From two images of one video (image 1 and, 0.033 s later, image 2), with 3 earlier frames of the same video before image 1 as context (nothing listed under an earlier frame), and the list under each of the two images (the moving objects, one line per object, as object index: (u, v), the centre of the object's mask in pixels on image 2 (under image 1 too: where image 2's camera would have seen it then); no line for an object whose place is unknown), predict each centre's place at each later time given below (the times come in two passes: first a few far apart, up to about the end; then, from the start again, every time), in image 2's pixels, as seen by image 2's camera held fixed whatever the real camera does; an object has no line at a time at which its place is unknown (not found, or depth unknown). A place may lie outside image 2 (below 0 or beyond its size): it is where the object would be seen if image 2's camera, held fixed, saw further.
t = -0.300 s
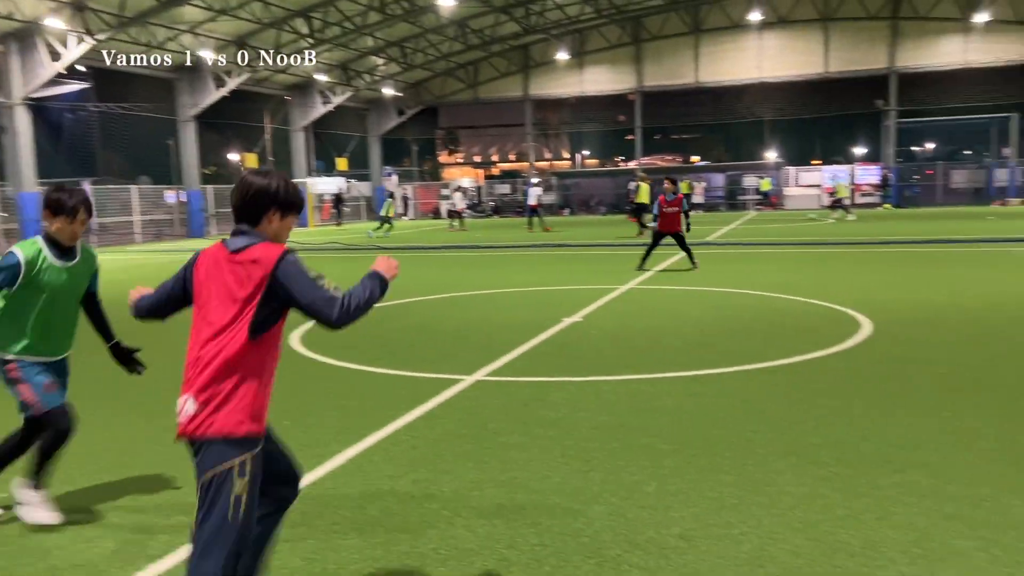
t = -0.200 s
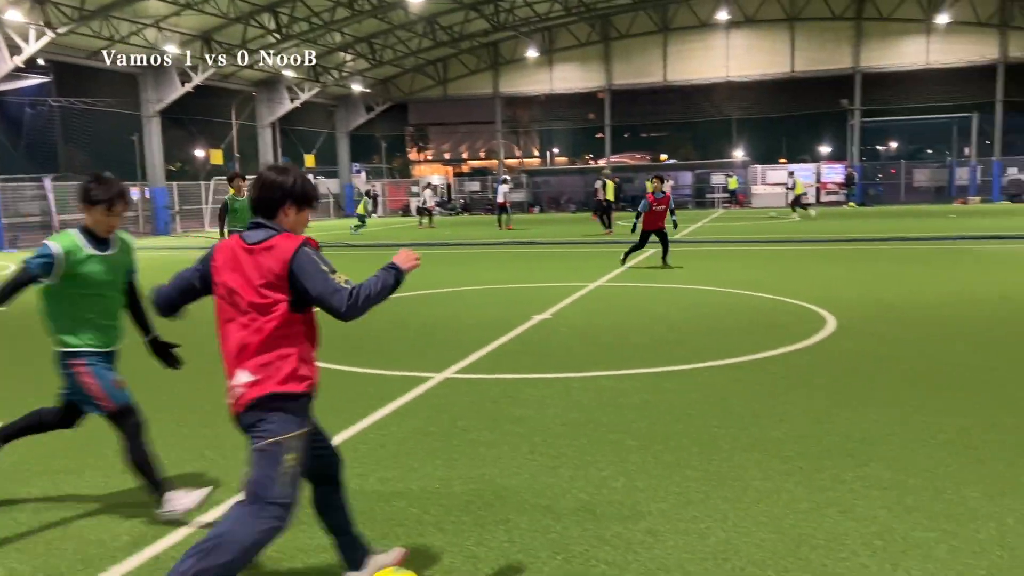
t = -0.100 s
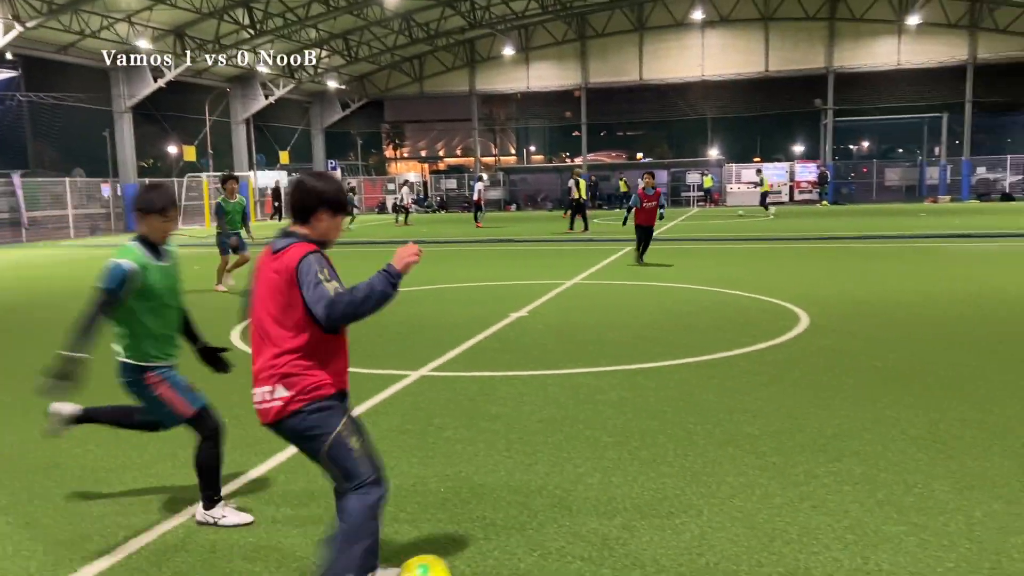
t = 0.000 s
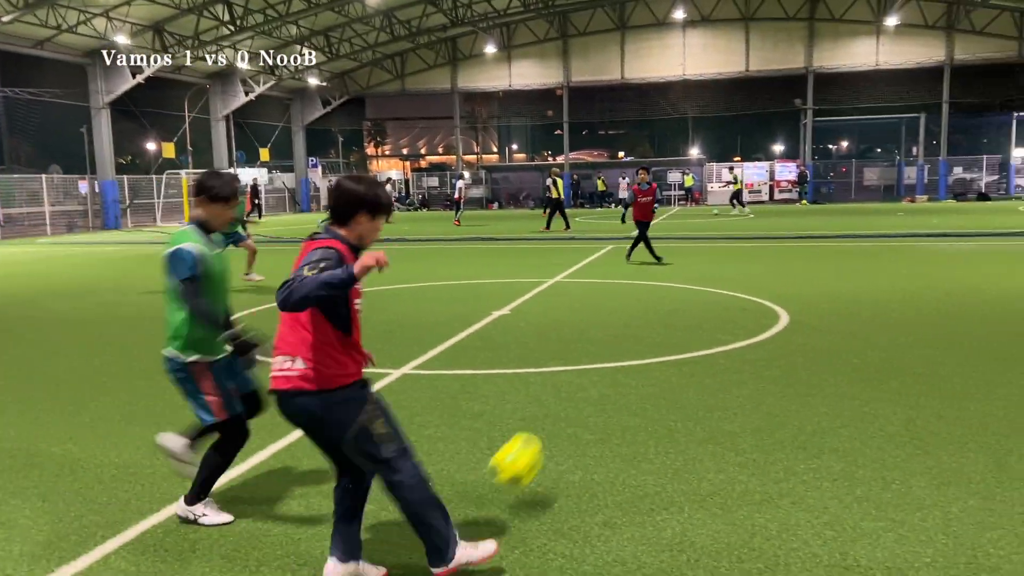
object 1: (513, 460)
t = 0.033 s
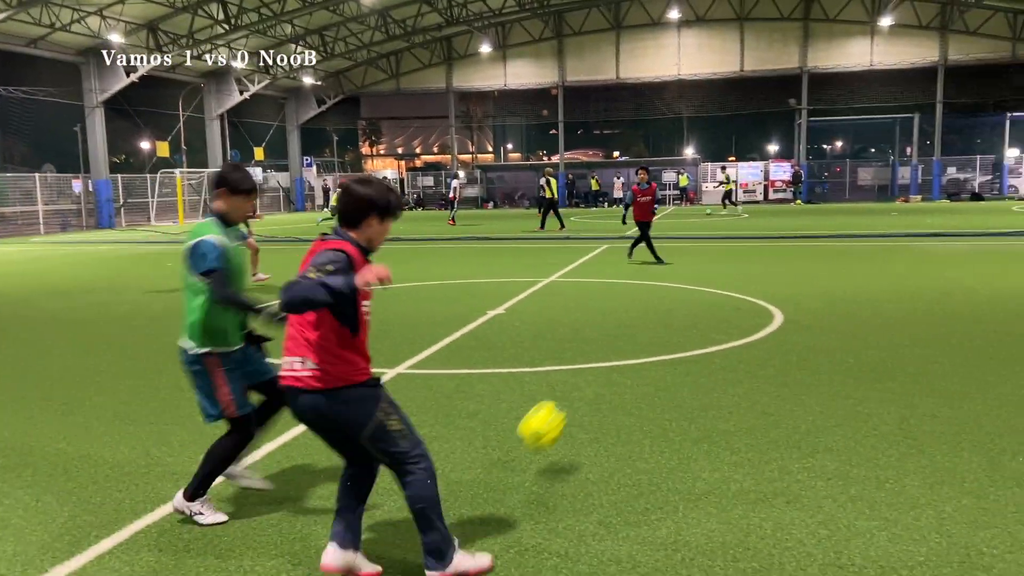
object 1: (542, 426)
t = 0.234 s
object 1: (643, 334)
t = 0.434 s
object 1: (683, 306)
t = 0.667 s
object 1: (704, 283)
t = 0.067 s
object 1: (568, 399)
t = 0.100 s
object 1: (588, 378)
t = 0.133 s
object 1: (606, 361)
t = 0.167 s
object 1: (620, 350)
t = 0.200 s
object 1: (632, 341)
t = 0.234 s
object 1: (643, 334)
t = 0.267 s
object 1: (653, 329)
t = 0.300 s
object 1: (661, 326)
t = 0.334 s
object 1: (668, 325)
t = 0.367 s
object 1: (675, 320)
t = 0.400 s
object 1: (679, 312)
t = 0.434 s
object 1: (683, 306)
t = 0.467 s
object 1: (687, 301)
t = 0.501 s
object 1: (691, 297)
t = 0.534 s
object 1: (694, 295)
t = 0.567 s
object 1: (697, 293)
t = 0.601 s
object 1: (700, 289)
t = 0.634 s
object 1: (702, 285)
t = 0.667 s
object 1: (704, 283)
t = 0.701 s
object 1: (706, 281)
